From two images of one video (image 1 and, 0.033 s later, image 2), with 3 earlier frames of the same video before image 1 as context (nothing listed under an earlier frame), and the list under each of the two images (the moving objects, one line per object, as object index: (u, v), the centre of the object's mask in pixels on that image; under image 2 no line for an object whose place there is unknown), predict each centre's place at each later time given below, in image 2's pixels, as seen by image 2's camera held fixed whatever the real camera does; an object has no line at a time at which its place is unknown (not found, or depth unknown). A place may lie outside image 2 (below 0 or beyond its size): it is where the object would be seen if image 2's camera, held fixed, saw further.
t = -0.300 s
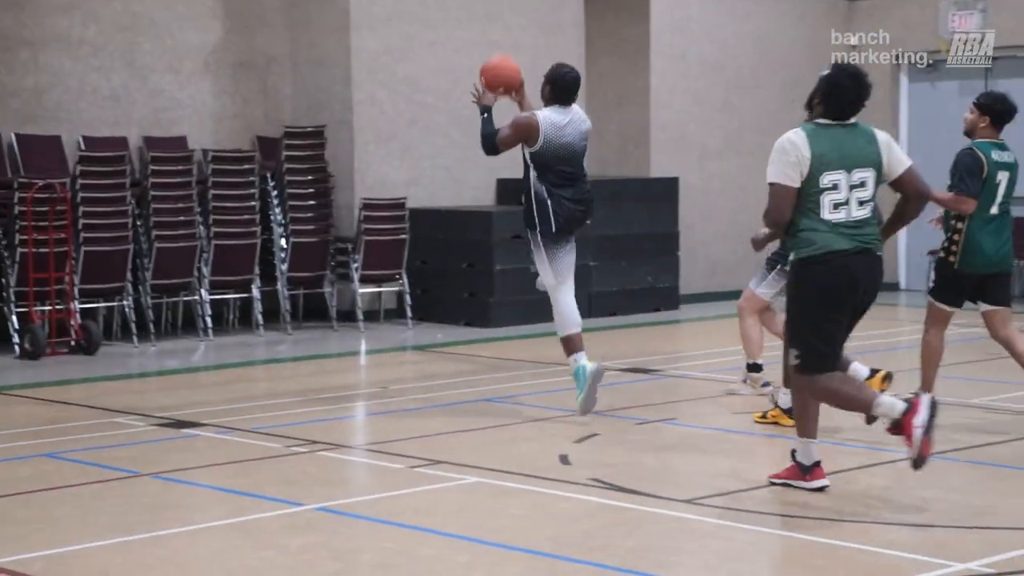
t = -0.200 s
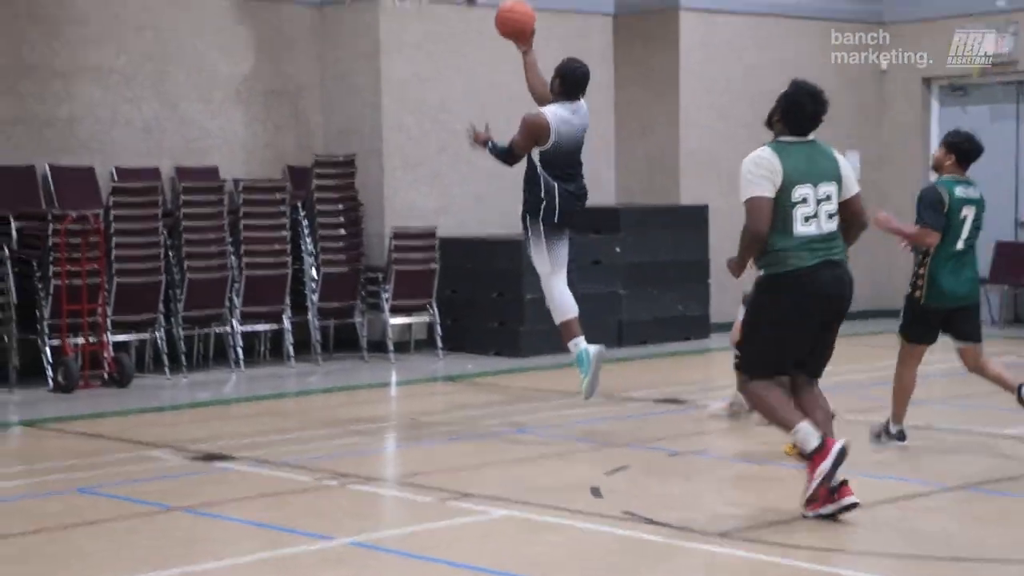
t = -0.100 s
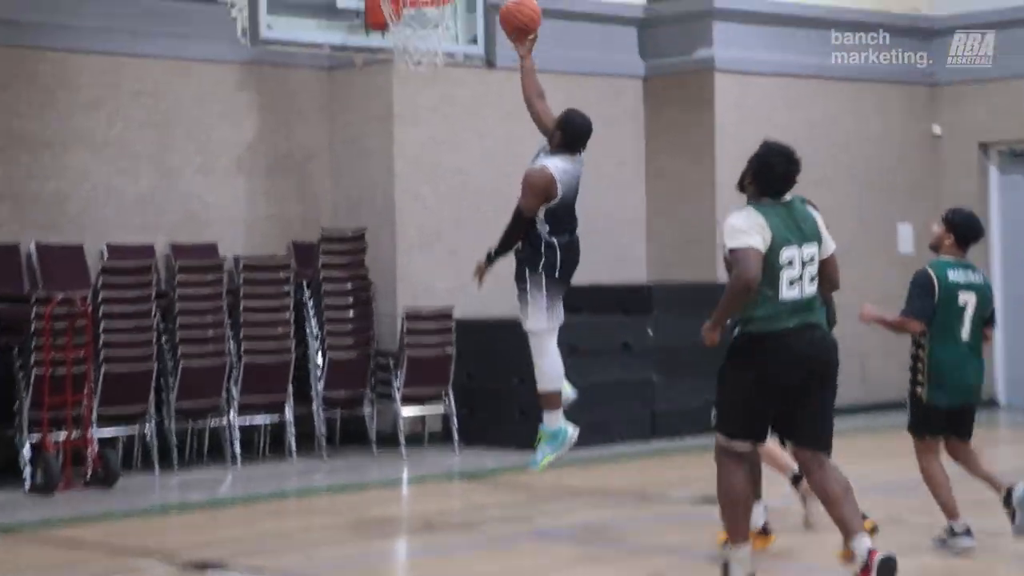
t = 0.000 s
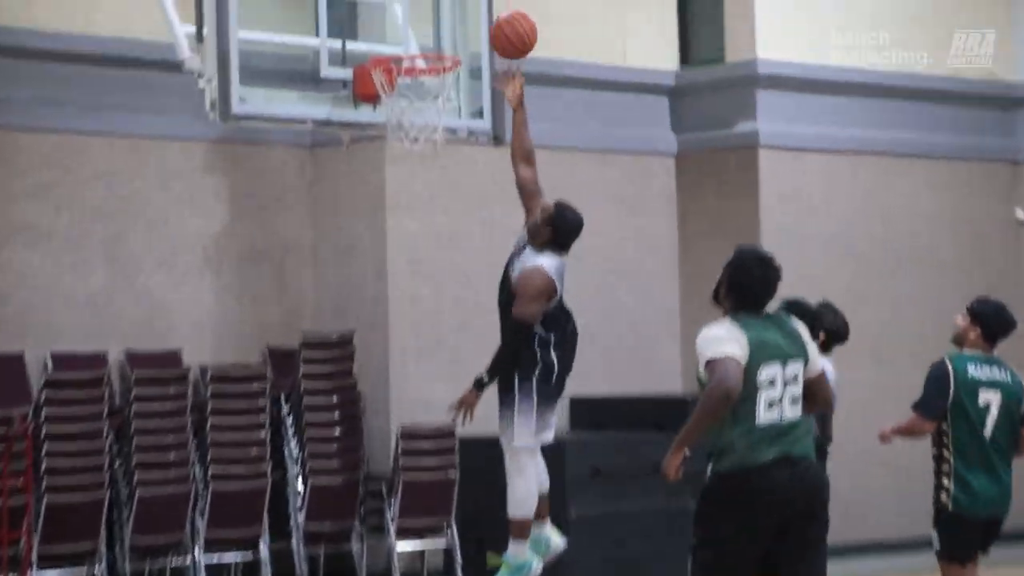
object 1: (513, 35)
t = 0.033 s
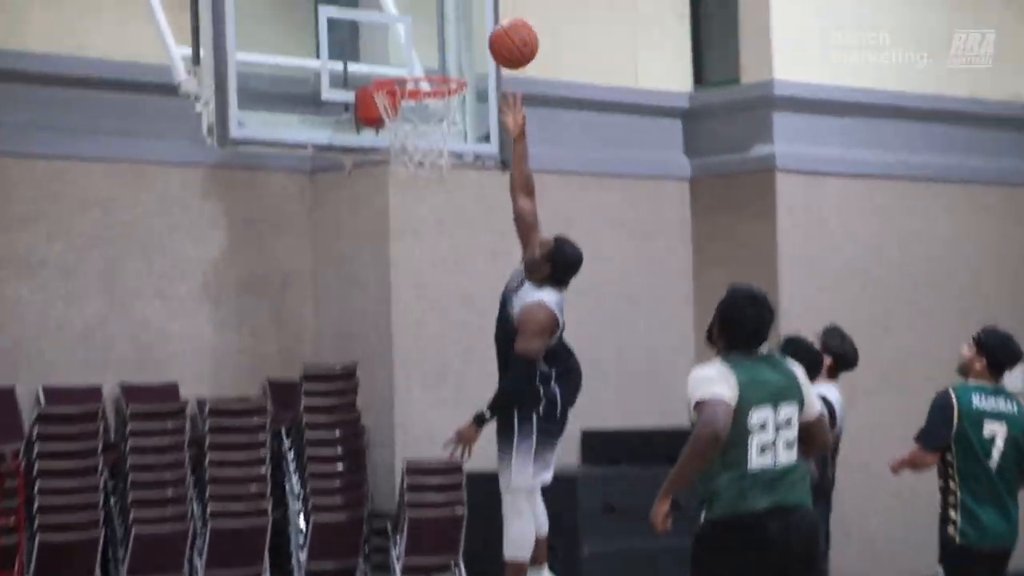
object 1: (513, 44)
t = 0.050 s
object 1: (509, 37)
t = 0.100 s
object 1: (498, 24)
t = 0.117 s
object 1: (495, 21)
